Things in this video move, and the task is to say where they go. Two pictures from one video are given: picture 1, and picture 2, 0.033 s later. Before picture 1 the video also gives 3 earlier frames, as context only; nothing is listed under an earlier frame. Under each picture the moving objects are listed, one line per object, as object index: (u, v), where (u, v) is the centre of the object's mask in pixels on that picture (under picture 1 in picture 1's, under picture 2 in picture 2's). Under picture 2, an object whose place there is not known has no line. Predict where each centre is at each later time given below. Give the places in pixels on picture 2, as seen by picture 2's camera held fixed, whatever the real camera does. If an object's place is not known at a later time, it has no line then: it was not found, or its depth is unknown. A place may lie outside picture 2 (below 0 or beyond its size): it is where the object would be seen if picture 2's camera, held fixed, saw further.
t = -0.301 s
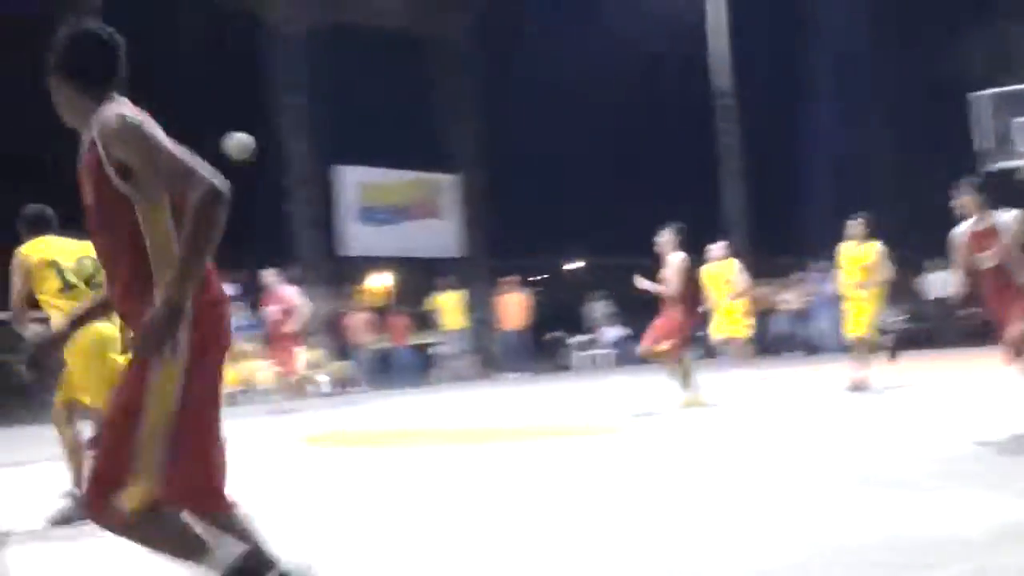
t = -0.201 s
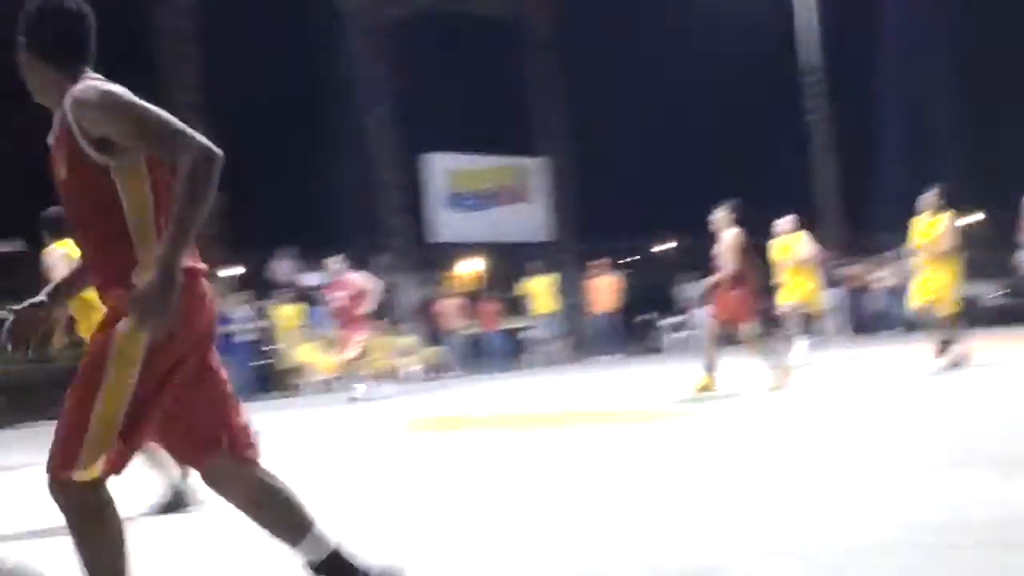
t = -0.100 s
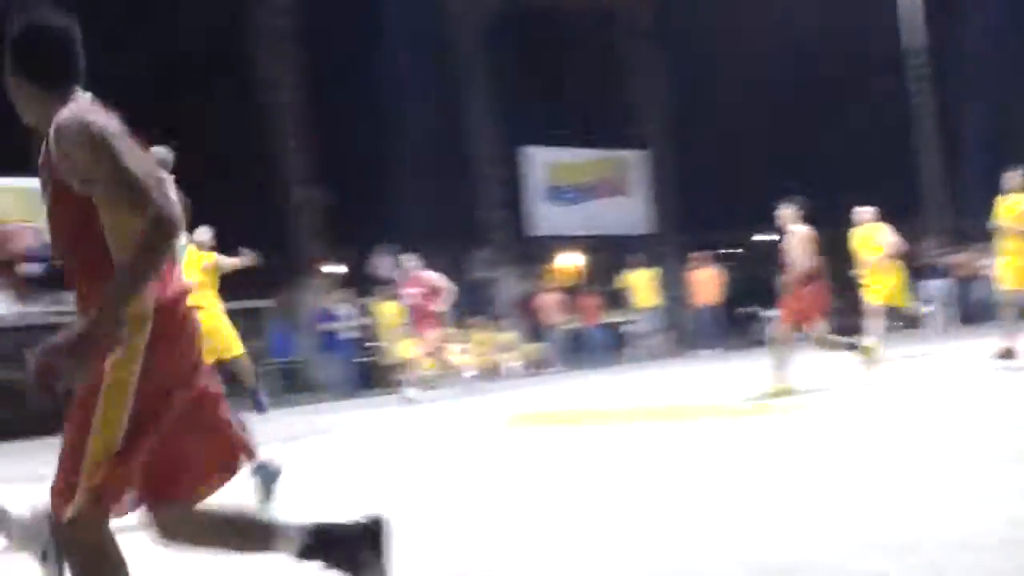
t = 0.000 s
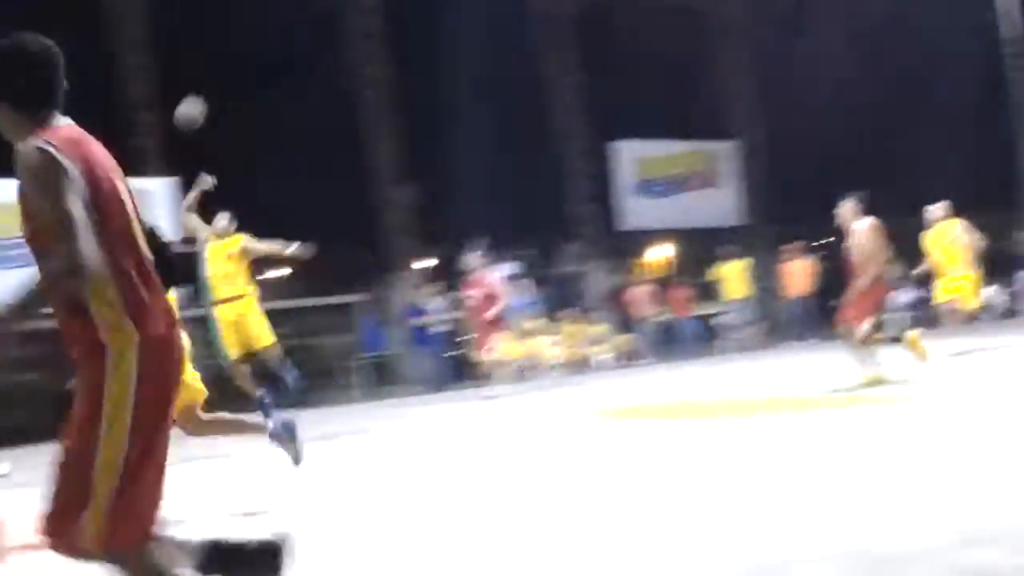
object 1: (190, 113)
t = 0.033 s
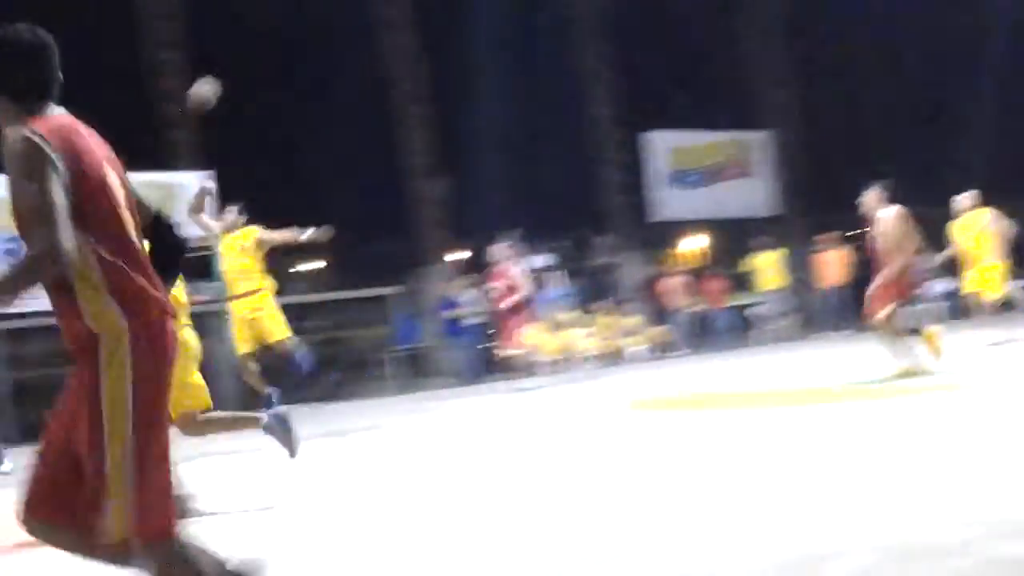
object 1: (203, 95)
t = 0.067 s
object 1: (184, 80)
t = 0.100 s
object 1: (165, 69)
